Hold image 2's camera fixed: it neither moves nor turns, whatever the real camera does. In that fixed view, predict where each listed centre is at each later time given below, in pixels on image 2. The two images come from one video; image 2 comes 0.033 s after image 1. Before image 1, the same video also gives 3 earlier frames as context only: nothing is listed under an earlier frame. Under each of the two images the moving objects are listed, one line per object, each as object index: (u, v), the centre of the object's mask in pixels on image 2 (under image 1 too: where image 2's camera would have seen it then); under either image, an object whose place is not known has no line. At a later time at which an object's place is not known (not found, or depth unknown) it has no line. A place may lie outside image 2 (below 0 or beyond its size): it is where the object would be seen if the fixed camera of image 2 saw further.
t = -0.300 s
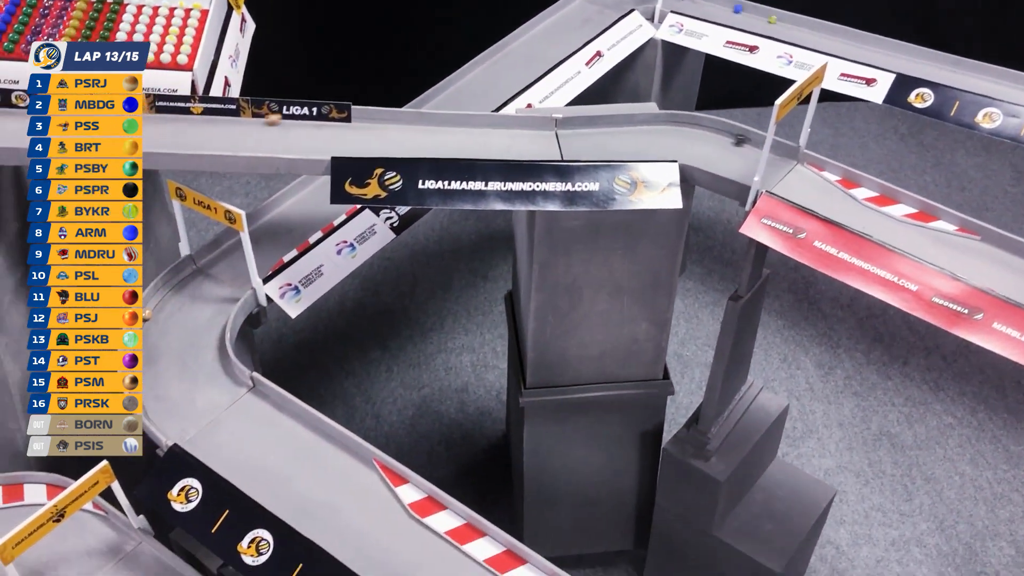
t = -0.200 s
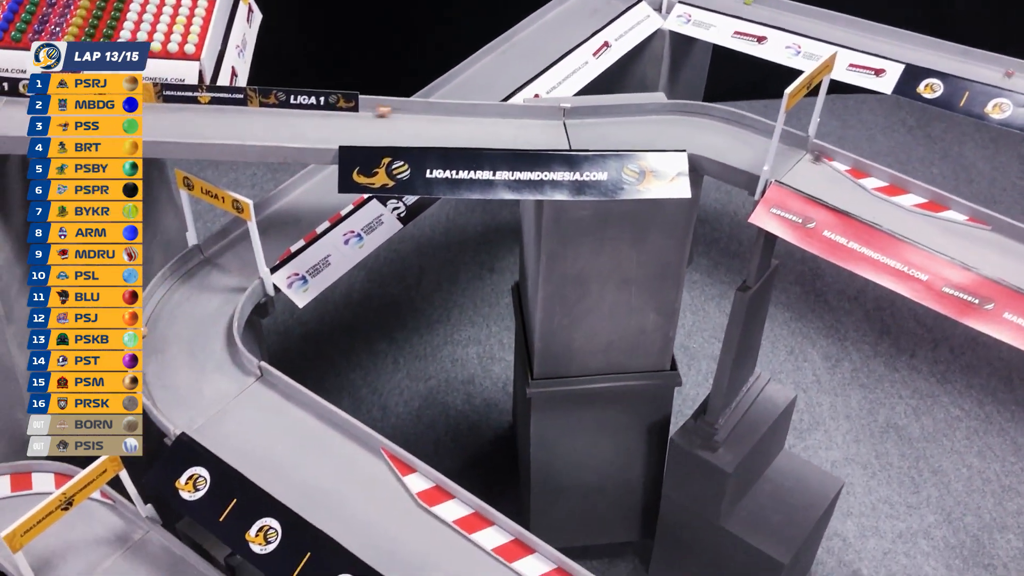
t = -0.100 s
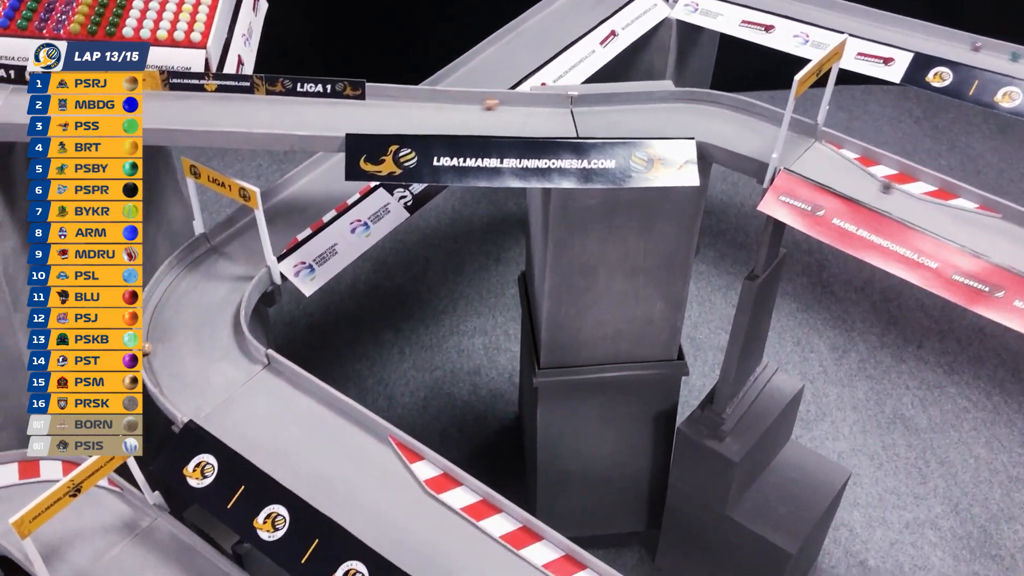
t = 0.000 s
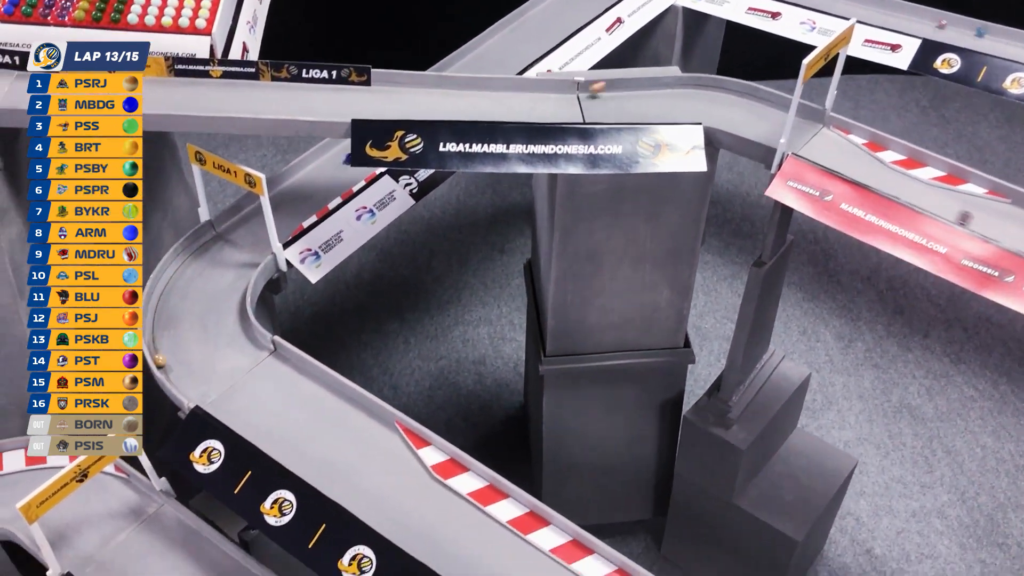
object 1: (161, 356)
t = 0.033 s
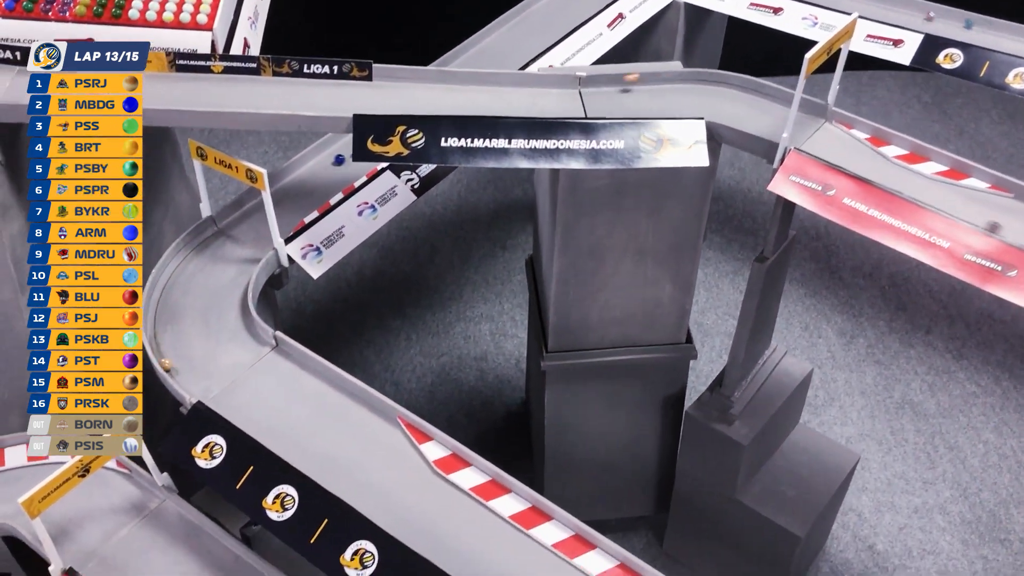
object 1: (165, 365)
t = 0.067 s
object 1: (171, 371)
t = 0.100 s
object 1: (178, 379)
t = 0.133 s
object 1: (184, 385)
